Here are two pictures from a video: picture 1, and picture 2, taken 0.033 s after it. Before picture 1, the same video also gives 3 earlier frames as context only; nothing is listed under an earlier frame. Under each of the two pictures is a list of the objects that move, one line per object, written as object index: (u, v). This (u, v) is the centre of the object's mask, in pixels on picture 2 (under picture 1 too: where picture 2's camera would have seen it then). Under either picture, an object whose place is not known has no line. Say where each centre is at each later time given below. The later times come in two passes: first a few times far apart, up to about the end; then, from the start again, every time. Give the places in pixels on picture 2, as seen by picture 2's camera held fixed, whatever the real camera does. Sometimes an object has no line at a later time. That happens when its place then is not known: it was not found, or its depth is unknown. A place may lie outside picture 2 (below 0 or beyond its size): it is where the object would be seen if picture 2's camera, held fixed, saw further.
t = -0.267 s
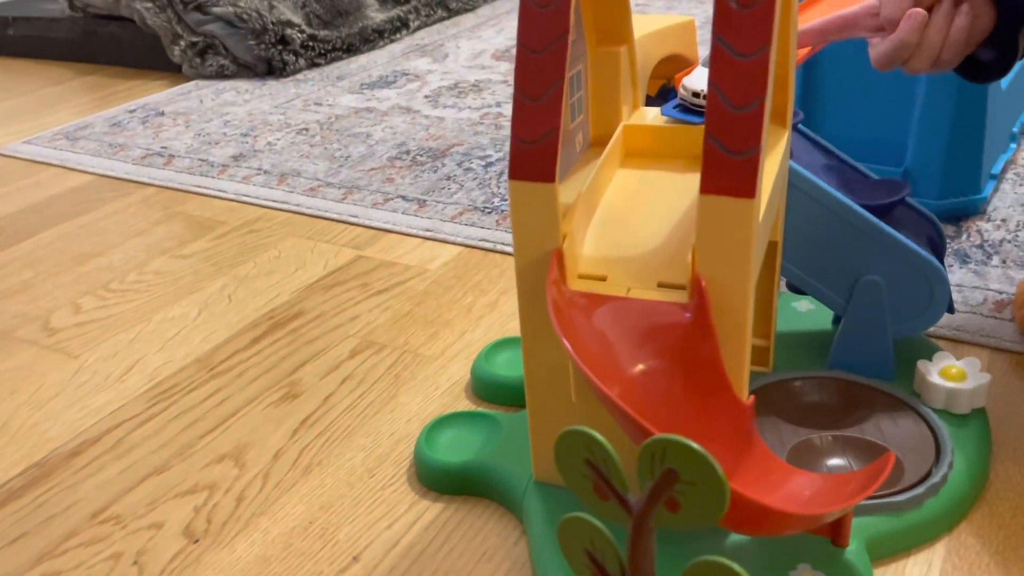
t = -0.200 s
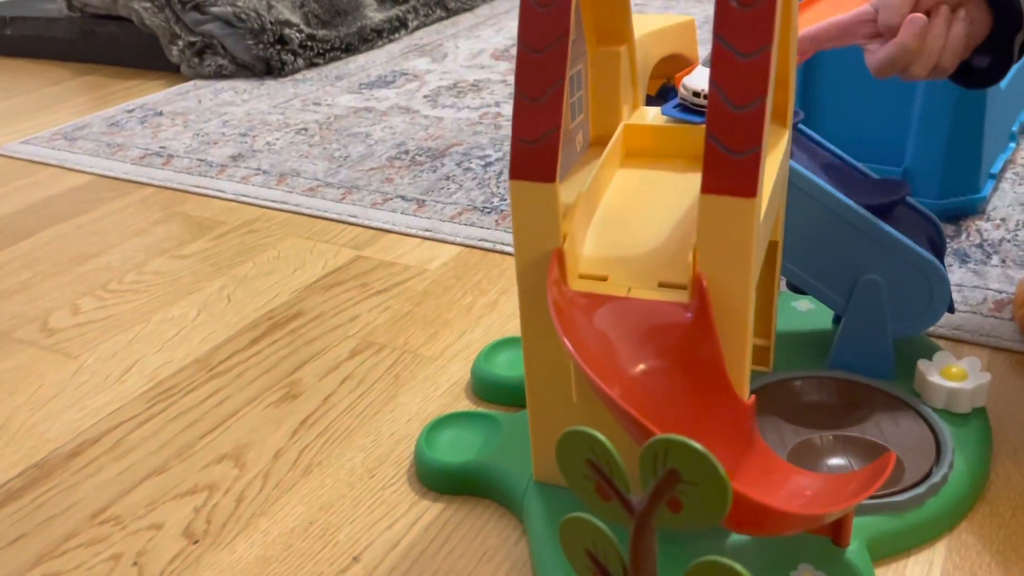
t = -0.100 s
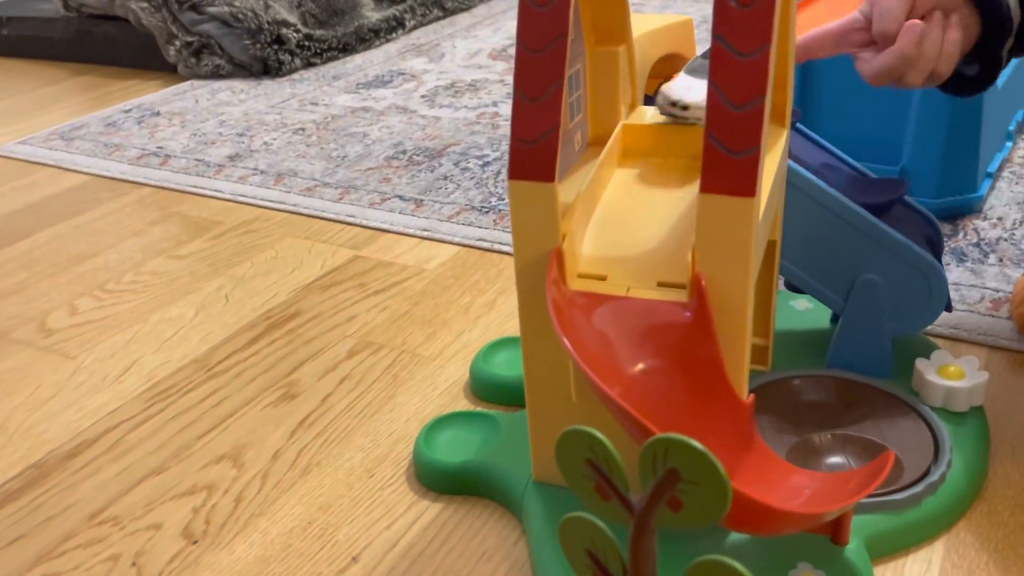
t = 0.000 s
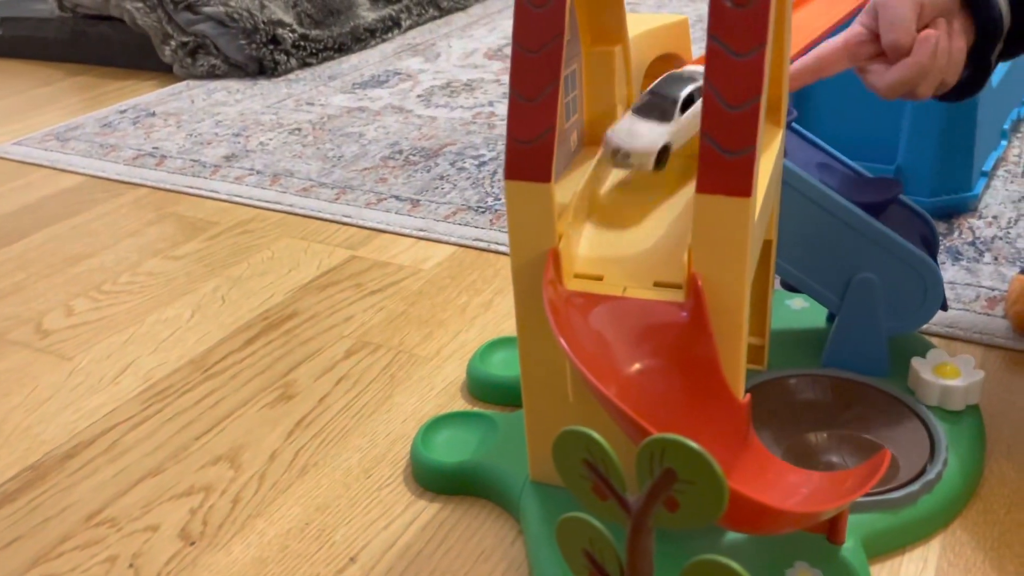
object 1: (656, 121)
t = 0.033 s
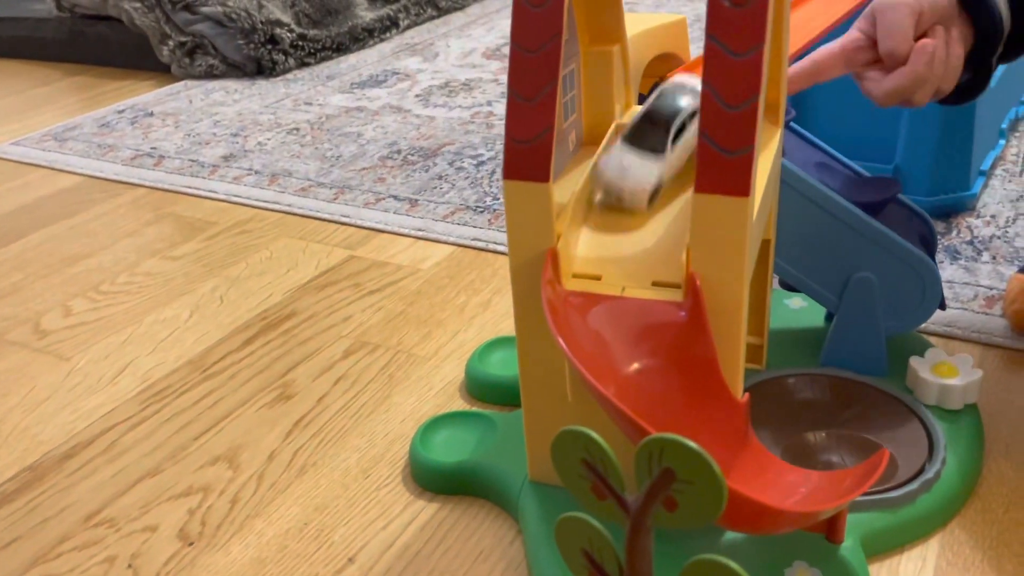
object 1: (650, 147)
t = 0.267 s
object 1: (656, 363)
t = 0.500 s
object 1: (818, 413)
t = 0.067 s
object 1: (645, 174)
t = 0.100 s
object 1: (637, 206)
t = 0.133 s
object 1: (632, 230)
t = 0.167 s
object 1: (623, 261)
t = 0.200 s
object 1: (619, 295)
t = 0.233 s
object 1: (634, 330)
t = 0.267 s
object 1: (656, 363)
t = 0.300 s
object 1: (679, 399)
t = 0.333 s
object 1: (718, 431)
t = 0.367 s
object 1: (779, 459)
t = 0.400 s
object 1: (825, 460)
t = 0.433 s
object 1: (842, 430)
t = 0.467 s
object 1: (835, 415)
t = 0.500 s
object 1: (818, 413)
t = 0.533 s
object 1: (804, 389)
